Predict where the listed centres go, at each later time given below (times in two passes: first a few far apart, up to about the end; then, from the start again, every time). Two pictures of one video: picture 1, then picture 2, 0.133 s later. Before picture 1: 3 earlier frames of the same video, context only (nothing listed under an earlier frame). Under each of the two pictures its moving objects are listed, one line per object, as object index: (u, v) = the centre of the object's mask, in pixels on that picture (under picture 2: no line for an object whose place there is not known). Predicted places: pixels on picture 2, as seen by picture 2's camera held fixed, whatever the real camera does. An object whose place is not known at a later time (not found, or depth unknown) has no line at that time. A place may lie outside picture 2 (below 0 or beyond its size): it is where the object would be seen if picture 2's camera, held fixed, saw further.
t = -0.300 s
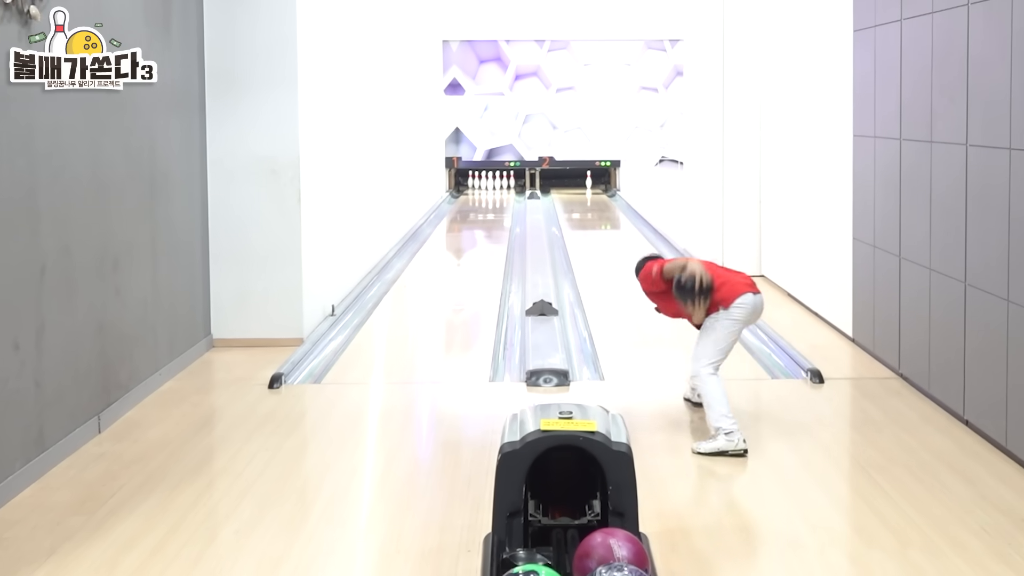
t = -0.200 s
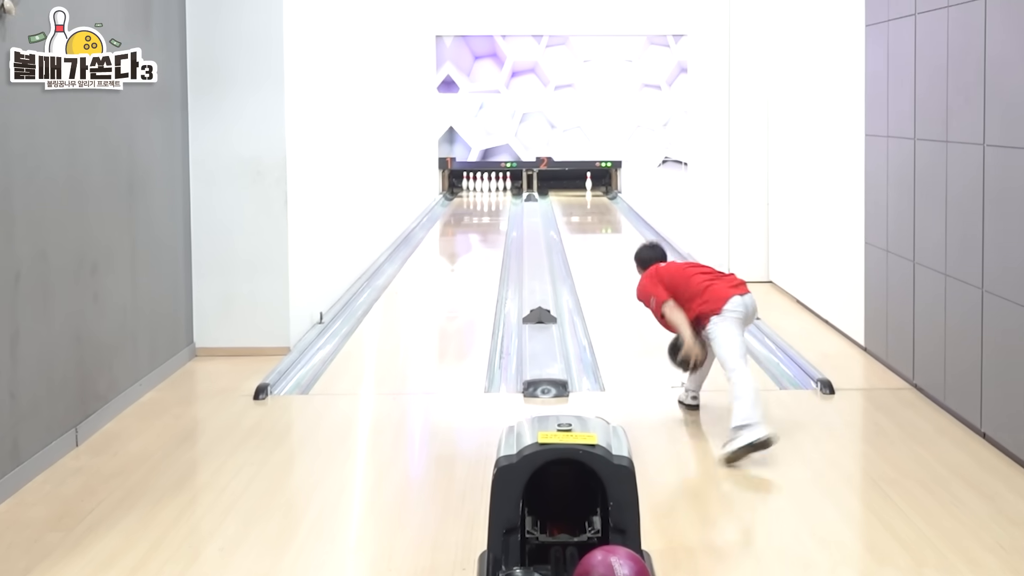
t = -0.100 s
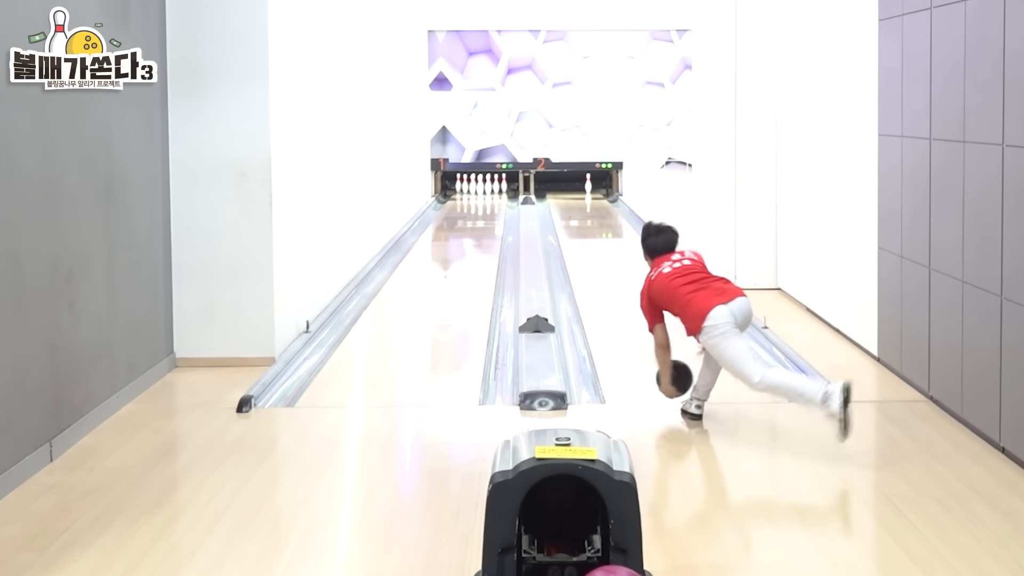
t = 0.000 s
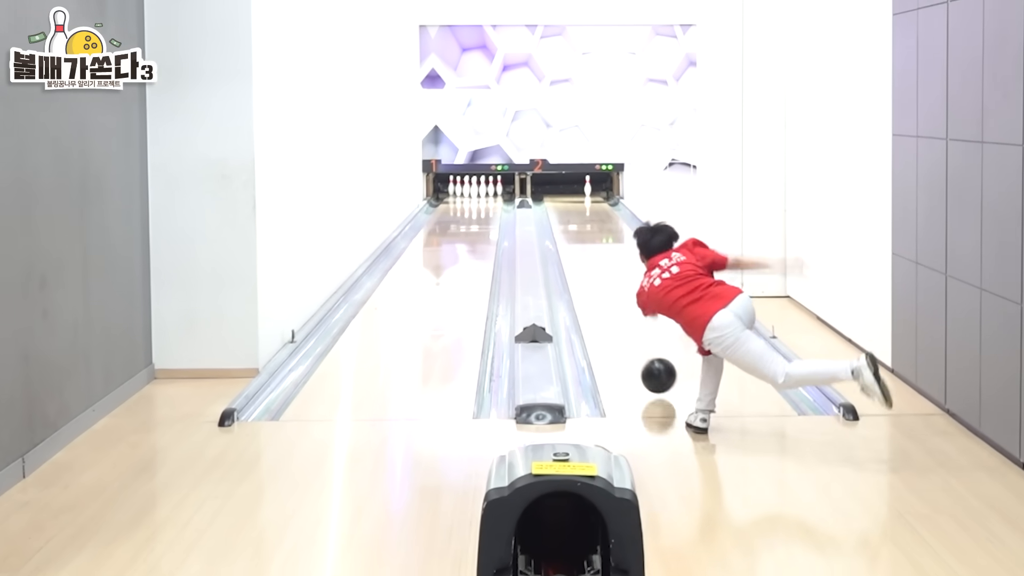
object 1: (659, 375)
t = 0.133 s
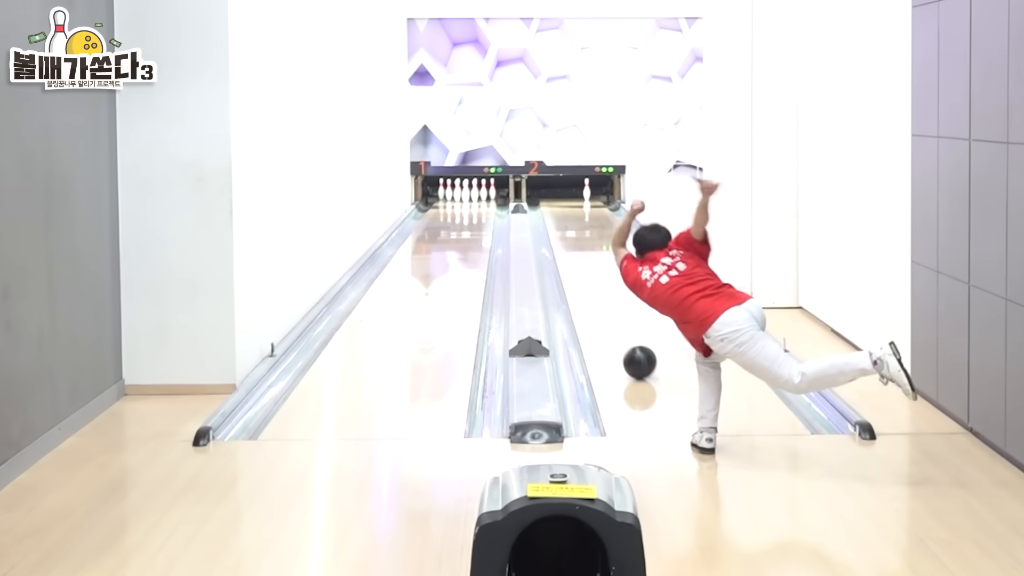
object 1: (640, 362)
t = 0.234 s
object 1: (626, 343)
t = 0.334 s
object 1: (615, 327)
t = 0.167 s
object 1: (635, 355)
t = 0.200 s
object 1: (631, 349)
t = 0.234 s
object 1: (626, 343)
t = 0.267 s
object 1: (622, 338)
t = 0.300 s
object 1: (619, 332)
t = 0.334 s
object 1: (615, 327)
